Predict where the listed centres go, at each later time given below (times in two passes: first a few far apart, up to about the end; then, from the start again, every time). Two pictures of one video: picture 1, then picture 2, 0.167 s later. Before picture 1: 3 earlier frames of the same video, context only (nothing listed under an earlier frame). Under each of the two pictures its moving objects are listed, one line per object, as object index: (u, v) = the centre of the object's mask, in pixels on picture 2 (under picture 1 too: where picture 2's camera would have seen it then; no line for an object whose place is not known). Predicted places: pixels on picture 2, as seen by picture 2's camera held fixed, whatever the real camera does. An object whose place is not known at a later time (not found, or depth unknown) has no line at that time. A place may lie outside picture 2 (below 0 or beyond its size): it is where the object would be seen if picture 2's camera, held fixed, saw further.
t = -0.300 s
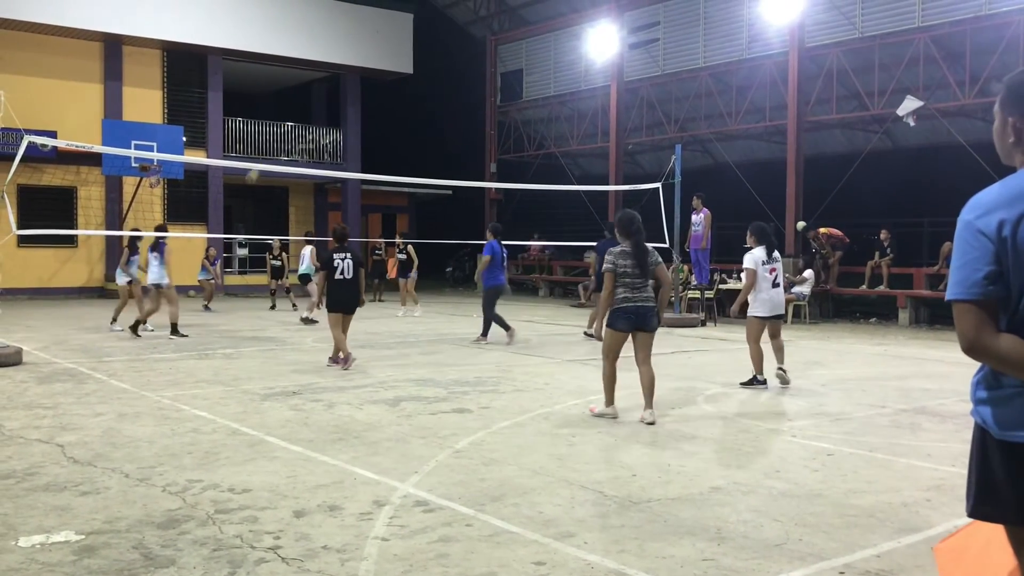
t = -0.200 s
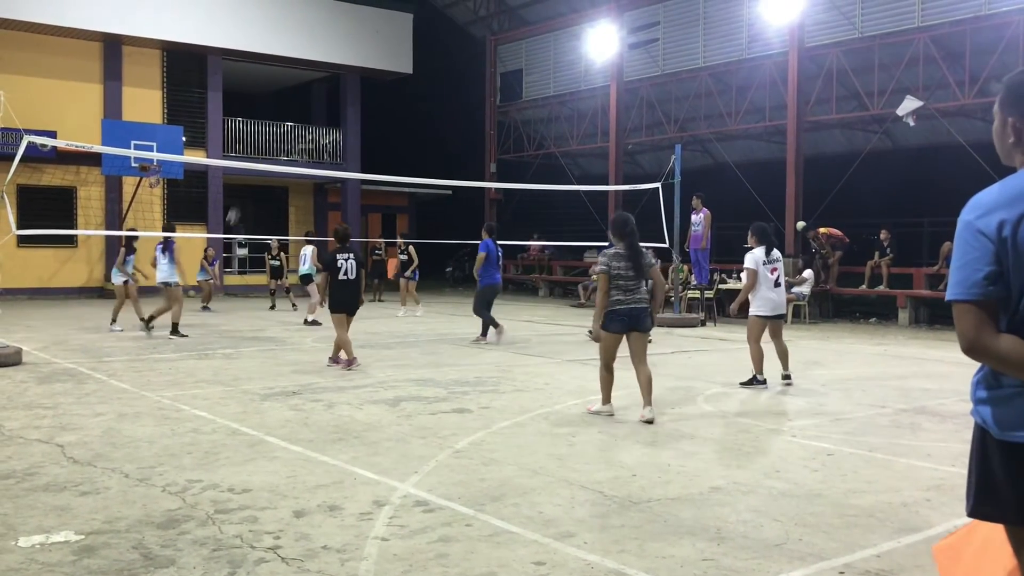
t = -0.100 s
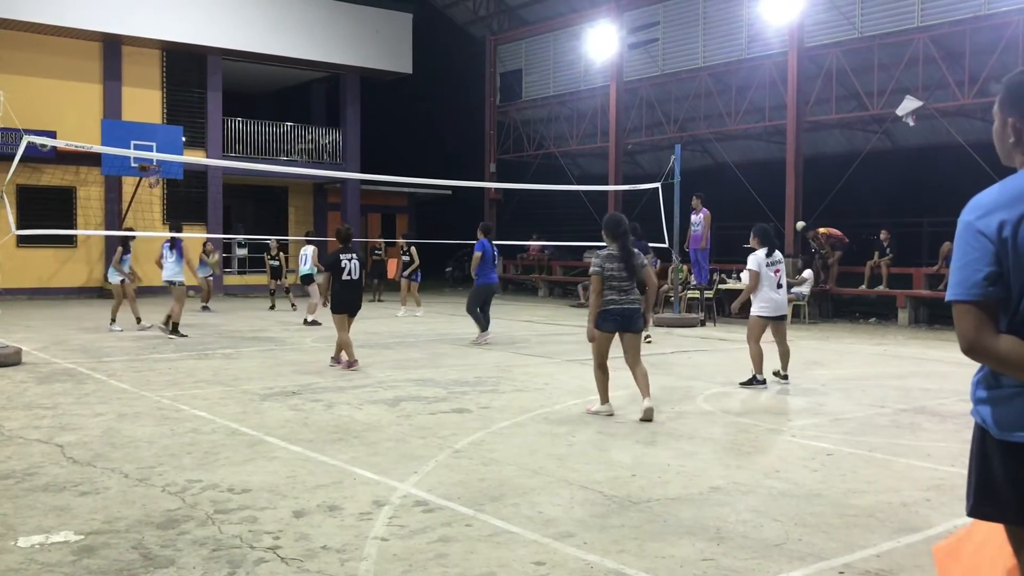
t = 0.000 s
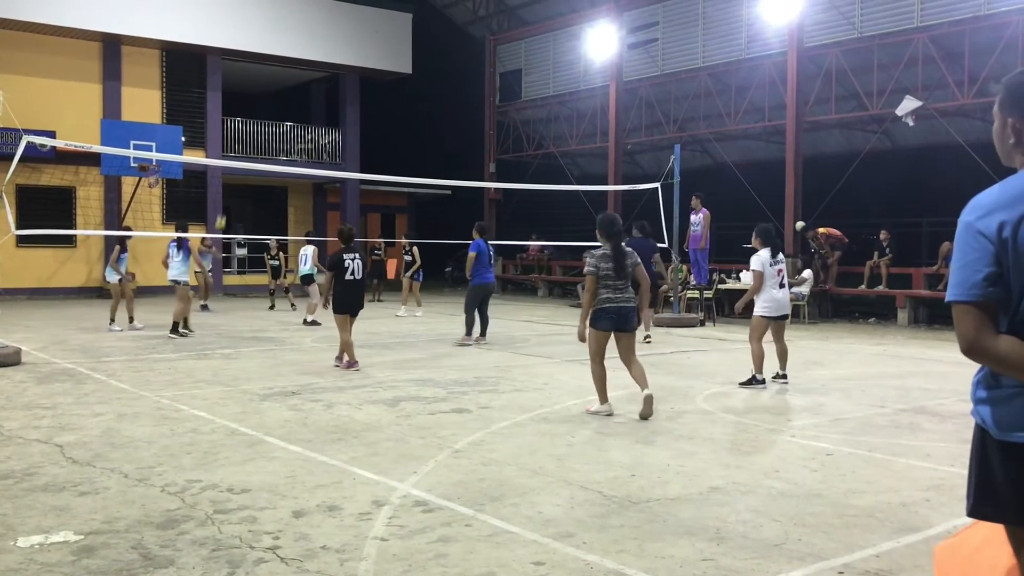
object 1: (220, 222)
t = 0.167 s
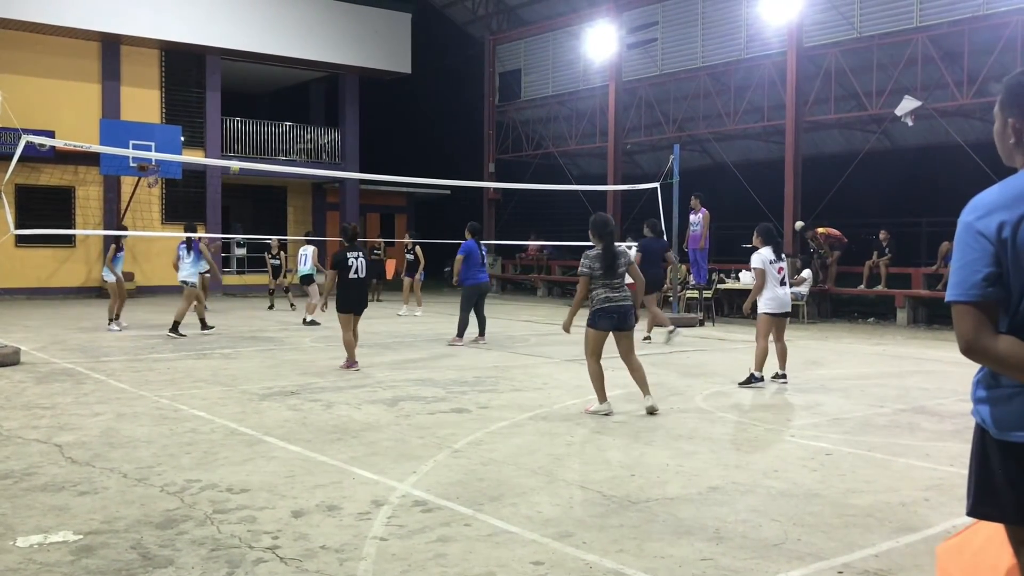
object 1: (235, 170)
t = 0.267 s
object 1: (243, 139)
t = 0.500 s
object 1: (264, 96)
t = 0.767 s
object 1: (289, 84)
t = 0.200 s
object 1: (237, 156)
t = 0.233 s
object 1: (240, 148)
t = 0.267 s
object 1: (243, 139)
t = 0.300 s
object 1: (246, 131)
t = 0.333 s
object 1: (250, 123)
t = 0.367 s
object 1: (252, 117)
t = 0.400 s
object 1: (255, 111)
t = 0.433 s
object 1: (258, 106)
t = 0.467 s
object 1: (261, 101)
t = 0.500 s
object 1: (264, 96)
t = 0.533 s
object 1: (267, 92)
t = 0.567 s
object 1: (270, 90)
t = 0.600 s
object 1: (273, 87)
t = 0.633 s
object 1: (276, 85)
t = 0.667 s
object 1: (279, 84)
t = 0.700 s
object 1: (283, 83)
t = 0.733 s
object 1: (286, 84)
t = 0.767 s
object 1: (289, 84)
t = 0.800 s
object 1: (293, 85)
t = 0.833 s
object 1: (296, 87)
